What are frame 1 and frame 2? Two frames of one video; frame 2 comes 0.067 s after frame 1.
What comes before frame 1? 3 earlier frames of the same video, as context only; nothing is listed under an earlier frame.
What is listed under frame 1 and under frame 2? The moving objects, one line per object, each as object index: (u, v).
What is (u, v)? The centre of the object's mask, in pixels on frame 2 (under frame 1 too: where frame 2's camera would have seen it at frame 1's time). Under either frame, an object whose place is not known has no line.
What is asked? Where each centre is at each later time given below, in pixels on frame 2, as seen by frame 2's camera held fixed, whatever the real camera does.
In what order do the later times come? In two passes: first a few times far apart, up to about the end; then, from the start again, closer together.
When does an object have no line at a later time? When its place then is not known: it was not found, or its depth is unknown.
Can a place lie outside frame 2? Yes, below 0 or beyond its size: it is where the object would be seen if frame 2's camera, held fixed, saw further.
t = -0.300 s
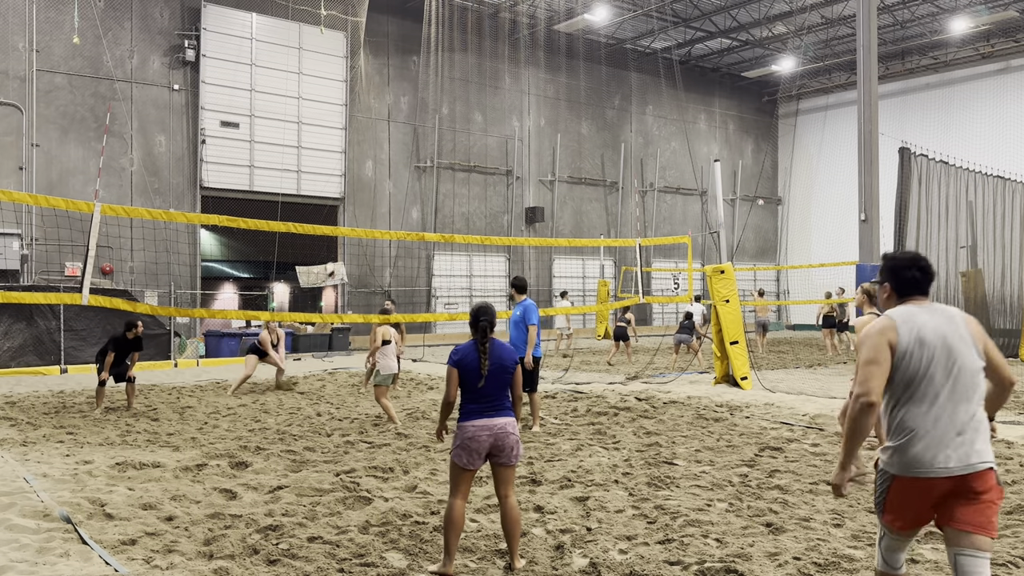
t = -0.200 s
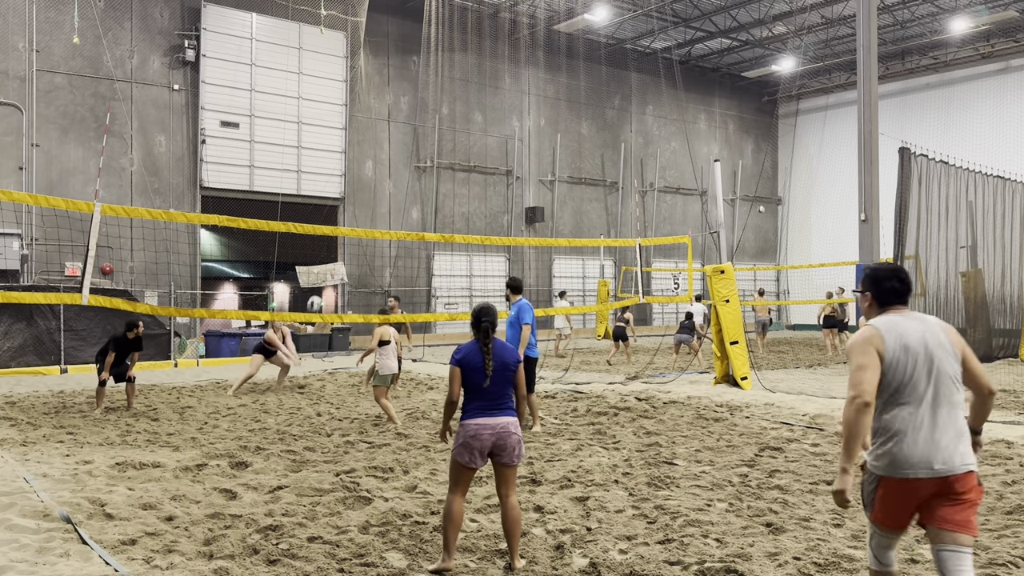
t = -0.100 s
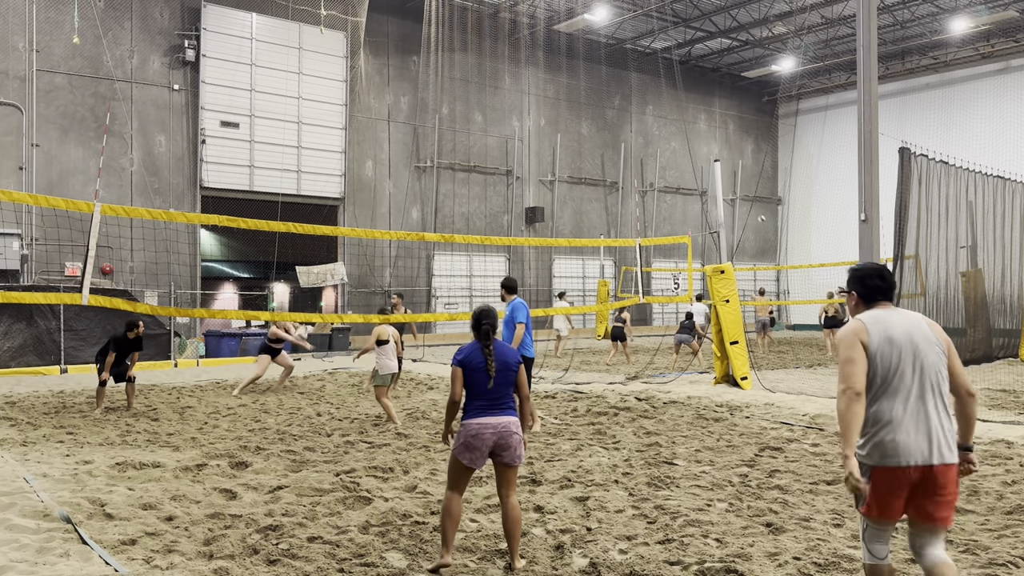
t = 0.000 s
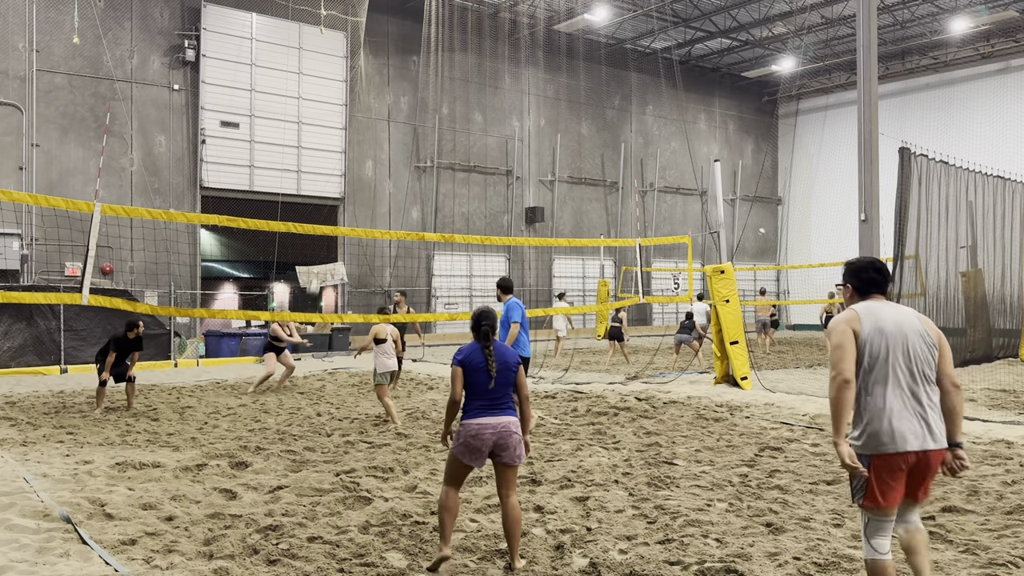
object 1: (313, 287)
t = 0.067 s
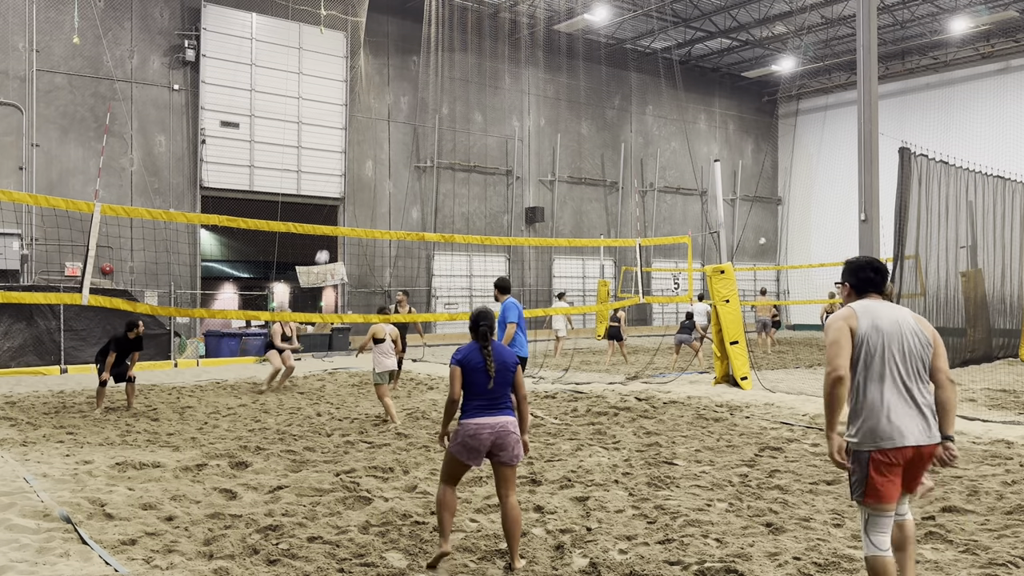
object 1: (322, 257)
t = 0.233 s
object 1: (344, 197)
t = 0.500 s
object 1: (380, 129)
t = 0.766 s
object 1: (418, 104)
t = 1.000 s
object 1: (452, 118)
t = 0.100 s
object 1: (326, 245)
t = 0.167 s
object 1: (335, 219)
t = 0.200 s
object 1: (339, 207)
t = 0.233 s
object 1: (344, 197)
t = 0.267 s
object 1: (349, 185)
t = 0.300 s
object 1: (353, 175)
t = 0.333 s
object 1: (357, 166)
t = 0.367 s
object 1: (362, 158)
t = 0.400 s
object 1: (366, 150)
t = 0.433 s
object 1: (371, 141)
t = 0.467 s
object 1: (375, 135)
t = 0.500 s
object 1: (380, 129)
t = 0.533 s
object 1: (385, 124)
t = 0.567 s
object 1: (390, 119)
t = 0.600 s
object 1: (395, 115)
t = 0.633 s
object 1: (399, 112)
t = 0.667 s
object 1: (404, 109)
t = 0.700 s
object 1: (408, 107)
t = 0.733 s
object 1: (413, 105)
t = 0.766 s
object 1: (418, 104)
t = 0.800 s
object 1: (423, 104)
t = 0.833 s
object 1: (428, 105)
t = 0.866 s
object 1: (433, 106)
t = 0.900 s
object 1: (437, 108)
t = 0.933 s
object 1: (442, 110)
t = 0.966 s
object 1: (447, 114)
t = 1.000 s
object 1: (452, 118)
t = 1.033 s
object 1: (458, 123)
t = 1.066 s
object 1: (462, 128)
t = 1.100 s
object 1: (467, 134)
